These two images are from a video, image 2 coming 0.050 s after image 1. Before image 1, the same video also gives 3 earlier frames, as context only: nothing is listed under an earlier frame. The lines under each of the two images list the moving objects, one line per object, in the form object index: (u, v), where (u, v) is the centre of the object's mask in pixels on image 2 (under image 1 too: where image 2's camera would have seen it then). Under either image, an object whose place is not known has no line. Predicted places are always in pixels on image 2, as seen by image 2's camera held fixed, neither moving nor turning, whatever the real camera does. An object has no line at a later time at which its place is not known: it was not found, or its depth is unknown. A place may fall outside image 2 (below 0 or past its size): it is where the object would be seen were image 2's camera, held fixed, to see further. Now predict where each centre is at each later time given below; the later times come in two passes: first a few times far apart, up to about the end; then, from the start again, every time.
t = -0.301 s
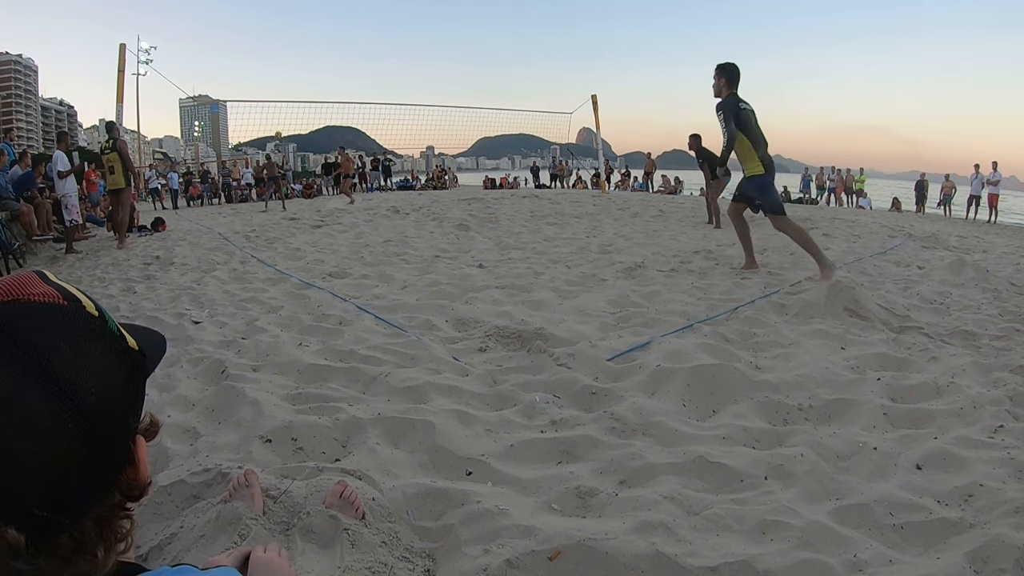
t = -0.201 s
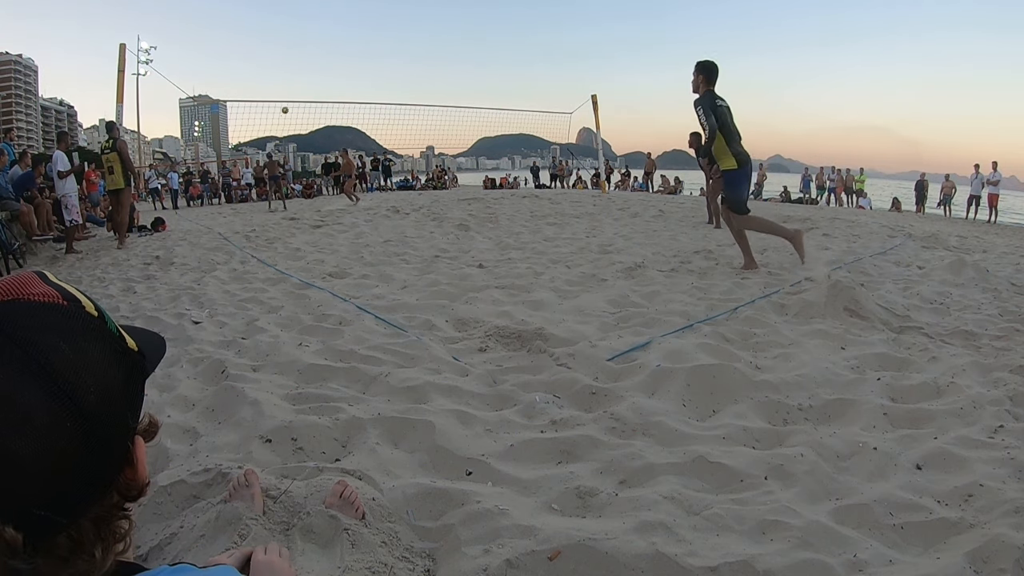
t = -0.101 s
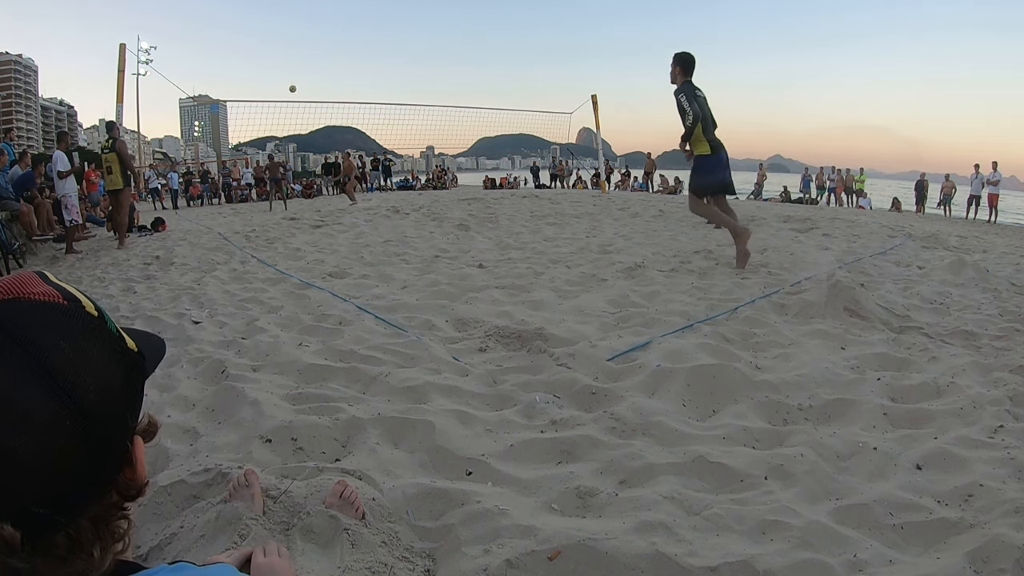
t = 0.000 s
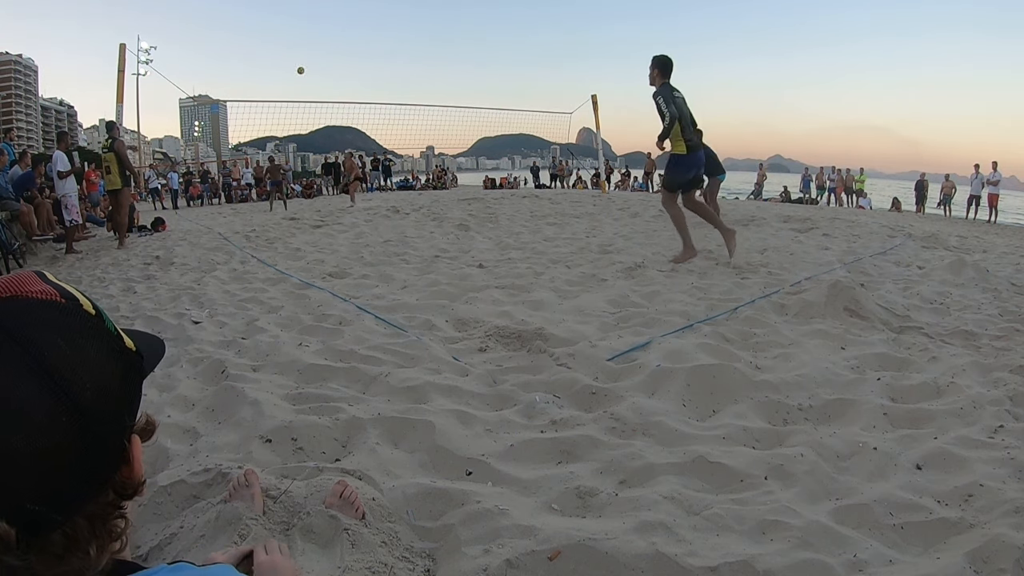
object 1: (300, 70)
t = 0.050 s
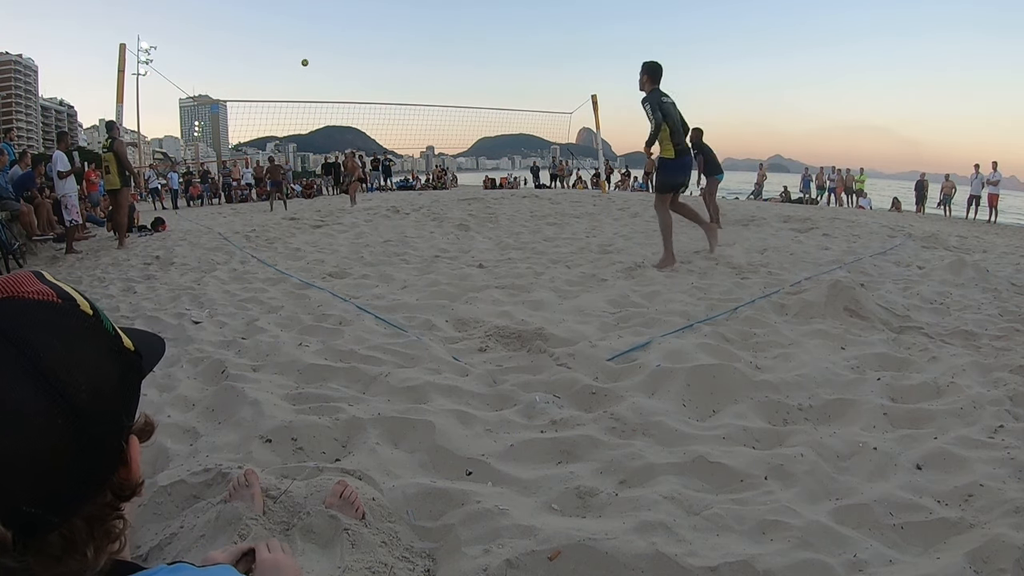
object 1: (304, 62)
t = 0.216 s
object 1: (319, 42)
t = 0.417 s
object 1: (338, 30)
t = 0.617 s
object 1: (358, 33)
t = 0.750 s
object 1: (372, 43)
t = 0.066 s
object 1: (306, 60)
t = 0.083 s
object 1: (307, 57)
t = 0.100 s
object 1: (308, 55)
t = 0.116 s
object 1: (310, 53)
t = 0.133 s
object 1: (312, 51)
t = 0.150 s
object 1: (313, 49)
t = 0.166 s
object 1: (314, 47)
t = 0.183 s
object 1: (316, 45)
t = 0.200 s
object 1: (318, 43)
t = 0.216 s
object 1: (319, 42)
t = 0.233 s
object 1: (321, 40)
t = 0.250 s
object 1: (322, 39)
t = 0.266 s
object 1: (324, 38)
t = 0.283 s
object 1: (325, 36)
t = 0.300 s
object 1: (327, 35)
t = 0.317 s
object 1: (328, 34)
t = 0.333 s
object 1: (330, 33)
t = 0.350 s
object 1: (331, 32)
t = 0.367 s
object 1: (333, 32)
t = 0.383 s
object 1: (335, 31)
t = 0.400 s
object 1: (336, 31)
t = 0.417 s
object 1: (338, 30)
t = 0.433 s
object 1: (339, 30)
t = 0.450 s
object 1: (341, 29)
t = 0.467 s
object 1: (343, 29)
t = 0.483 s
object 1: (344, 29)
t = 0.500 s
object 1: (346, 29)
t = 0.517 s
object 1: (348, 29)
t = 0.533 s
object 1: (349, 30)
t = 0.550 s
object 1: (351, 30)
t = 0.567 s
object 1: (353, 30)
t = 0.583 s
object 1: (354, 31)
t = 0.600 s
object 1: (356, 32)
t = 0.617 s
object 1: (358, 33)
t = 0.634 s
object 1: (360, 33)
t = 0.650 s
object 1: (361, 34)
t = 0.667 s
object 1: (363, 36)
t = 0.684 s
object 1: (365, 37)
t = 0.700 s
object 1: (367, 38)
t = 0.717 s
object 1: (368, 40)
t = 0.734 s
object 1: (370, 41)
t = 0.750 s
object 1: (372, 43)
